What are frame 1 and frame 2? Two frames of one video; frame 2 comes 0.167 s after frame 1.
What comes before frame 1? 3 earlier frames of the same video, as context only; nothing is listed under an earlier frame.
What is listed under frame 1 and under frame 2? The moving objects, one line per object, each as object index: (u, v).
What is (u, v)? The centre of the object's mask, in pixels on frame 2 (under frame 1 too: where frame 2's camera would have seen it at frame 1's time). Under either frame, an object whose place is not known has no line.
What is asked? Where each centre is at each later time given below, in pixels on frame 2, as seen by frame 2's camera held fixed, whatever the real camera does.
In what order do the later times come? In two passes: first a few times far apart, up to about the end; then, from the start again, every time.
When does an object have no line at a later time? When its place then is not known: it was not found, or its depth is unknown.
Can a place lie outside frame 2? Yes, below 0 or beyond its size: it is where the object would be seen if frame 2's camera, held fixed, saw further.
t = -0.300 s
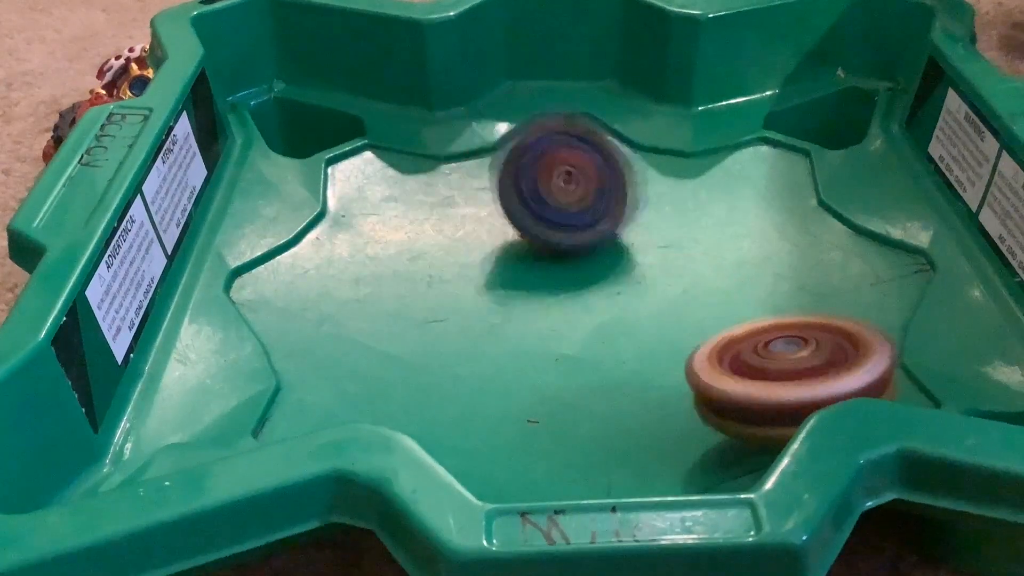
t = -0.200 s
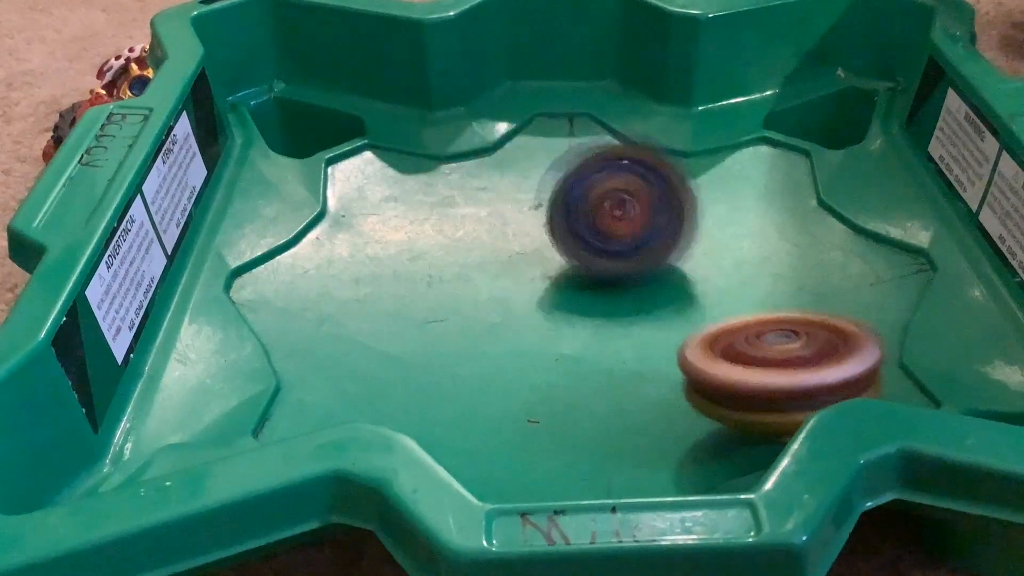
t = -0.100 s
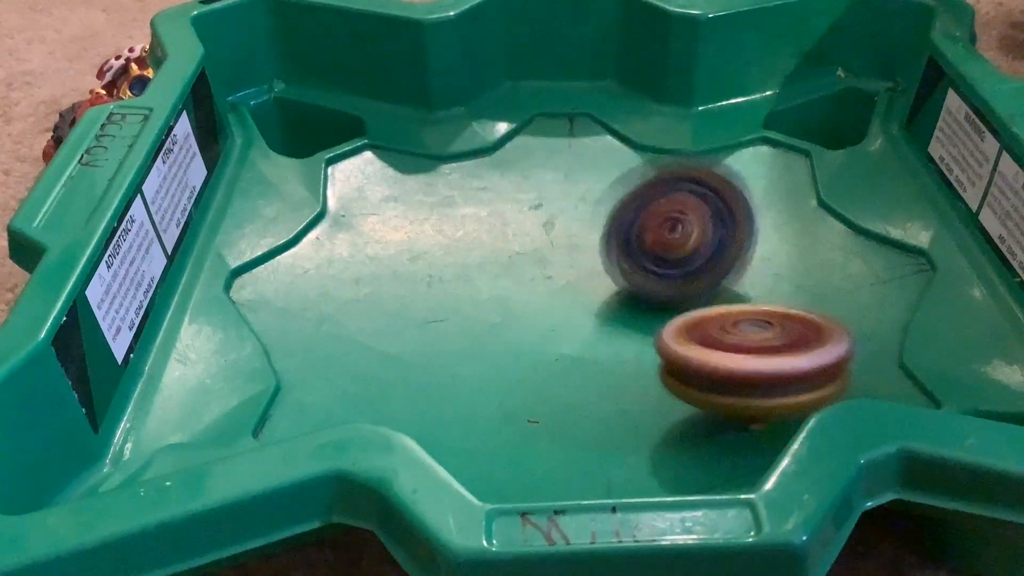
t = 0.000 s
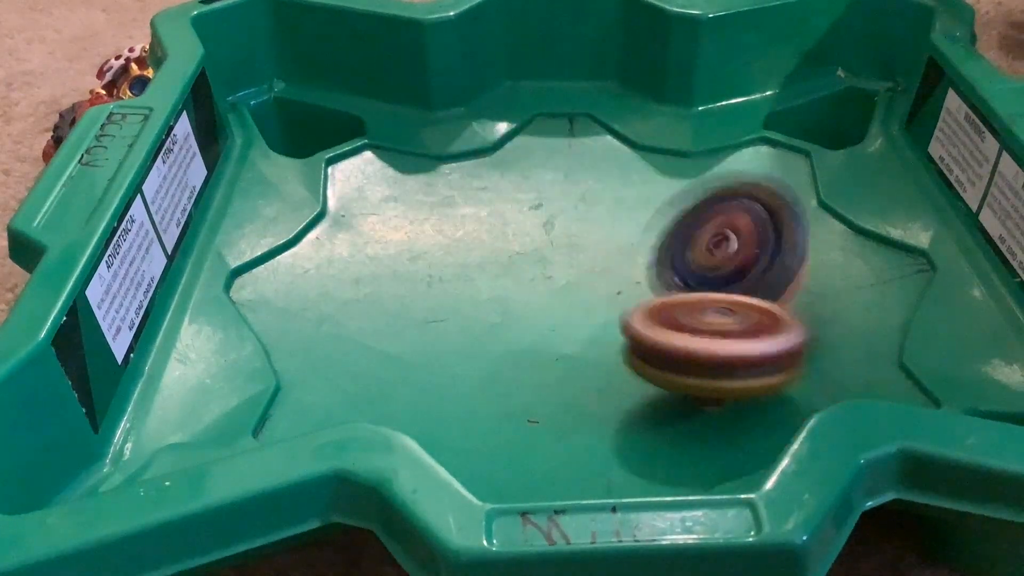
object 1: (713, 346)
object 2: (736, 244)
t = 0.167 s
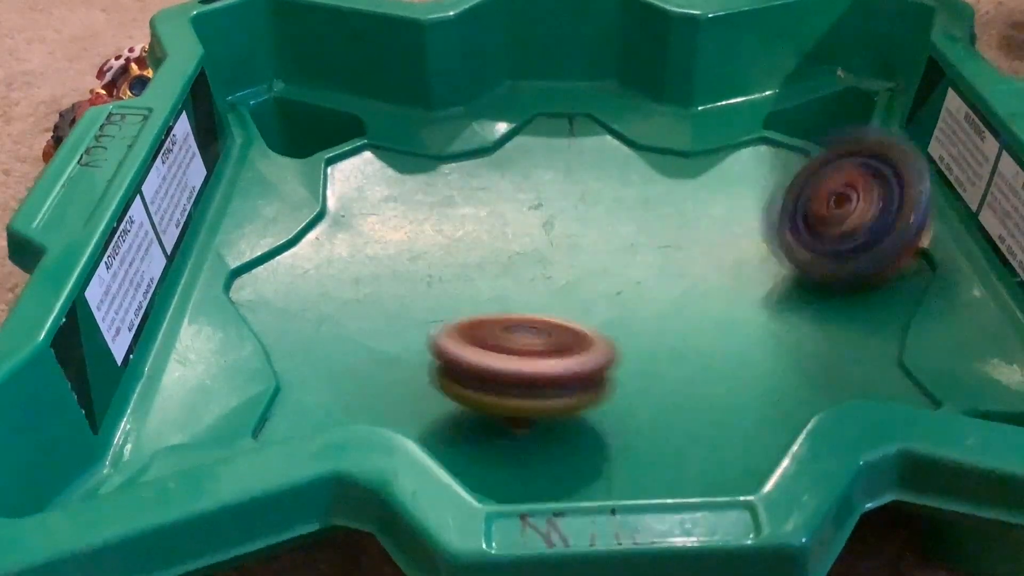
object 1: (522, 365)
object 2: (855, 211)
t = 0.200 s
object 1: (508, 361)
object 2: (852, 218)
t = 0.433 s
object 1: (441, 324)
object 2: (753, 292)
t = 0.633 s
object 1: (425, 283)
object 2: (605, 393)
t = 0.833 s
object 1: (447, 248)
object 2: (608, 413)
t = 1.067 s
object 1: (511, 225)
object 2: (661, 385)
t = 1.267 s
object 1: (584, 221)
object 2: (650, 383)
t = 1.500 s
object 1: (665, 236)
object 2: (598, 397)
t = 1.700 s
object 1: (710, 260)
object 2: (644, 381)
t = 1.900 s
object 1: (717, 289)
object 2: (652, 381)
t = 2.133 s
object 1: (709, 297)
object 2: (577, 390)
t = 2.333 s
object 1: (667, 291)
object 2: (569, 390)
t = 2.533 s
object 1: (627, 261)
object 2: (574, 371)
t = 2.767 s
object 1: (588, 230)
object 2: (635, 367)
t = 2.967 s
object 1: (566, 210)
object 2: (605, 359)
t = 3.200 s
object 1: (556, 208)
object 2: (569, 370)
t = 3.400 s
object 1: (554, 225)
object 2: (611, 359)
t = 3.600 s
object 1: (551, 253)
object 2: (627, 363)
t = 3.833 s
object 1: (538, 284)
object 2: (579, 367)
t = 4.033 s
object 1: (518, 289)
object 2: (581, 370)
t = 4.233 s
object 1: (512, 284)
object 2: (593, 366)
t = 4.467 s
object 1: (523, 267)
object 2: (604, 363)
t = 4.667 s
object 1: (549, 261)
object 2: (597, 364)
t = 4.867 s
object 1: (579, 264)
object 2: (595, 364)
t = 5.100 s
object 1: (613, 263)
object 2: (585, 373)
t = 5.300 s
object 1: (619, 265)
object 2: (583, 372)
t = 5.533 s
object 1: (606, 275)
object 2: (608, 372)
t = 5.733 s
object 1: (574, 278)
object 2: (585, 372)
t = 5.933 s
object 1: (543, 278)
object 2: (584, 373)
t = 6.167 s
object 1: (519, 271)
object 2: (597, 372)
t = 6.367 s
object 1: (517, 269)
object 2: (582, 374)
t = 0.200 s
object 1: (508, 361)
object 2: (852, 218)
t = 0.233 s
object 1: (496, 357)
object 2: (844, 227)
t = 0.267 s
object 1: (484, 353)
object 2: (838, 232)
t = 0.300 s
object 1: (474, 349)
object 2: (826, 241)
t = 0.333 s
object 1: (464, 343)
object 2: (813, 252)
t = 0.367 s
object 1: (455, 337)
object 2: (799, 264)
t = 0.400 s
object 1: (447, 330)
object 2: (780, 278)
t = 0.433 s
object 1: (441, 324)
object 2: (753, 292)
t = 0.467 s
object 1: (435, 317)
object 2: (723, 307)
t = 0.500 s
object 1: (431, 310)
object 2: (695, 324)
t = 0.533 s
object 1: (428, 304)
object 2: (661, 345)
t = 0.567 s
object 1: (426, 297)
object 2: (634, 364)
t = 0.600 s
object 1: (425, 289)
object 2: (615, 380)
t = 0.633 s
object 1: (425, 283)
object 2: (605, 393)
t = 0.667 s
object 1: (426, 276)
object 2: (602, 402)
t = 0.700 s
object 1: (428, 270)
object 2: (605, 410)
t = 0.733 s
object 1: (432, 264)
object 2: (611, 412)
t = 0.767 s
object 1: (436, 258)
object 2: (613, 413)
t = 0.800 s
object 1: (441, 253)
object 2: (612, 414)
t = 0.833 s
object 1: (447, 248)
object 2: (608, 413)
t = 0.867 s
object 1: (454, 243)
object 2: (606, 409)
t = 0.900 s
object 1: (462, 240)
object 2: (606, 407)
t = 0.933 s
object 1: (470, 236)
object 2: (609, 404)
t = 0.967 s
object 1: (480, 232)
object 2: (618, 395)
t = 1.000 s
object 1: (489, 230)
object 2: (634, 387)
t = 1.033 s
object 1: (500, 227)
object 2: (649, 384)
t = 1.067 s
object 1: (511, 225)
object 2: (661, 385)
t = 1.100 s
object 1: (523, 223)
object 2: (667, 388)
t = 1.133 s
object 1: (535, 223)
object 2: (671, 391)
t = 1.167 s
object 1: (547, 222)
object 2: (671, 391)
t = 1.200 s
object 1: (560, 221)
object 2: (668, 388)
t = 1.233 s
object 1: (572, 221)
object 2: (660, 385)
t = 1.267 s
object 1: (584, 221)
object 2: (650, 383)
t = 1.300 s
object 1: (596, 222)
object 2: (636, 382)
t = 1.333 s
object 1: (608, 223)
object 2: (620, 386)
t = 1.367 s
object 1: (620, 225)
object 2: (609, 392)
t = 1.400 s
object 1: (632, 227)
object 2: (603, 396)
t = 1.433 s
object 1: (643, 230)
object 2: (599, 397)
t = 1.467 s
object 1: (654, 233)
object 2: (598, 398)
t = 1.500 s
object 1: (665, 236)
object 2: (598, 397)
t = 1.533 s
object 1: (674, 239)
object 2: (600, 397)
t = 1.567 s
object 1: (683, 242)
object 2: (604, 395)
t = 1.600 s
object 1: (691, 245)
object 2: (609, 390)
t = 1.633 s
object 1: (699, 249)
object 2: (619, 385)
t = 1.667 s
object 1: (705, 254)
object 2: (633, 381)
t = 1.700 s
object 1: (710, 260)
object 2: (644, 381)
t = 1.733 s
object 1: (714, 264)
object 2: (653, 382)
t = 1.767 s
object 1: (717, 269)
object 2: (660, 384)
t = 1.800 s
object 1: (719, 273)
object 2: (662, 385)
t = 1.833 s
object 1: (720, 278)
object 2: (662, 385)
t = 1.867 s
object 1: (719, 285)
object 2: (659, 384)
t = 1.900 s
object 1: (717, 289)
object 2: (652, 381)
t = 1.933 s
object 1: (716, 290)
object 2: (644, 380)
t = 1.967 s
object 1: (717, 291)
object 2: (631, 382)
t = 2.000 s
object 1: (718, 291)
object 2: (619, 382)
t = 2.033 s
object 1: (718, 291)
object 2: (609, 381)
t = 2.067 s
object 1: (715, 295)
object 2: (597, 383)
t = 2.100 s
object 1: (714, 296)
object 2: (585, 386)
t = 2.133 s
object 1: (709, 297)
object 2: (577, 390)
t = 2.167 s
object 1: (703, 298)
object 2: (573, 393)
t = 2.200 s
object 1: (695, 297)
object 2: (571, 394)
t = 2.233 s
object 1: (687, 297)
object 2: (570, 394)
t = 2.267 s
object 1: (678, 296)
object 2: (572, 393)
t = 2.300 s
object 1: (670, 295)
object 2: (573, 392)
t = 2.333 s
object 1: (667, 291)
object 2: (569, 390)
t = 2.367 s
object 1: (660, 288)
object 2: (567, 386)
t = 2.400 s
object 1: (651, 284)
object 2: (568, 383)
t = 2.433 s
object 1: (640, 280)
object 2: (571, 379)
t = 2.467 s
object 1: (633, 276)
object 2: (574, 377)
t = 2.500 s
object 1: (632, 267)
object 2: (572, 375)
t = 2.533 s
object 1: (627, 261)
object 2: (574, 371)
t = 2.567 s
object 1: (619, 255)
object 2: (580, 366)
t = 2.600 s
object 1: (614, 253)
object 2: (589, 362)
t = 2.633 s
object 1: (609, 249)
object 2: (602, 358)
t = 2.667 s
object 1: (604, 244)
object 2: (614, 359)
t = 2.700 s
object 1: (598, 240)
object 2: (624, 361)
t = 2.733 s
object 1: (593, 234)
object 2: (632, 366)
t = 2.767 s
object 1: (588, 230)
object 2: (635, 367)
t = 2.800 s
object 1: (583, 225)
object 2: (636, 367)
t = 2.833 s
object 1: (579, 222)
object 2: (635, 367)
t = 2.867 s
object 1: (575, 218)
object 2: (632, 366)
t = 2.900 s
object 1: (572, 215)
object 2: (626, 364)
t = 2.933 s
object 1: (570, 212)
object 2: (617, 360)
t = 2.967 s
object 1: (566, 210)
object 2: (605, 359)
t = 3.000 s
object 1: (564, 208)
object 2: (592, 360)
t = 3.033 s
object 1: (562, 207)
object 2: (582, 365)
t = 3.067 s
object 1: (560, 206)
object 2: (576, 368)
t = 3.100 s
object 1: (558, 206)
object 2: (572, 368)
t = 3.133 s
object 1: (557, 207)
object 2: (570, 370)
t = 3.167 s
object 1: (556, 207)
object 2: (569, 370)
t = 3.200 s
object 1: (556, 208)
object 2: (569, 370)
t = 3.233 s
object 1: (555, 209)
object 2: (572, 369)
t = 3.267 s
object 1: (555, 212)
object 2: (574, 368)
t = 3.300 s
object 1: (555, 214)
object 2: (579, 367)
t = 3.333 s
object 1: (554, 217)
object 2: (587, 361)
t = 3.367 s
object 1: (554, 221)
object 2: (598, 360)
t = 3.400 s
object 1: (554, 225)
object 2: (611, 359)
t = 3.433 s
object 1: (553, 230)
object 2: (619, 360)
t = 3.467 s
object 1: (553, 234)
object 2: (626, 364)
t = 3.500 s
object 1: (553, 239)
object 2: (630, 365)
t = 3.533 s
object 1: (553, 243)
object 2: (631, 365)
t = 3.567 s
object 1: (552, 248)
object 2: (630, 365)
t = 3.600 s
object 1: (551, 253)
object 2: (627, 363)
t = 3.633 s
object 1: (550, 258)
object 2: (620, 361)
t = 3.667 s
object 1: (549, 263)
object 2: (612, 358)
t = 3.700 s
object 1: (547, 270)
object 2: (600, 358)
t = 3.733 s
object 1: (545, 276)
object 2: (590, 359)
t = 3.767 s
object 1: (542, 280)
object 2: (584, 362)
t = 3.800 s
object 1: (541, 282)
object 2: (580, 367)
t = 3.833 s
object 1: (538, 284)
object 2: (579, 367)
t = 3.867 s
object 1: (534, 286)
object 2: (580, 368)
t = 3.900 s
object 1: (532, 287)
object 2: (578, 373)
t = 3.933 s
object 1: (529, 289)
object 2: (577, 373)
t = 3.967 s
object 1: (527, 289)
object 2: (577, 373)
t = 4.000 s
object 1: (522, 289)
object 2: (579, 371)
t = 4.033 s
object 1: (518, 289)
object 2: (581, 370)
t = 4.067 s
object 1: (515, 289)
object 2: (584, 370)
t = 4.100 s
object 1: (514, 289)
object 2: (586, 369)
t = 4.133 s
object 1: (514, 289)
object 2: (588, 369)
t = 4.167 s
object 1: (513, 287)
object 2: (588, 369)
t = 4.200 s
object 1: (512, 286)
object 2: (592, 365)
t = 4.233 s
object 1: (512, 284)
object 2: (593, 366)
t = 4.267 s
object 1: (512, 281)
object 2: (595, 364)
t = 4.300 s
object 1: (513, 278)
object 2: (597, 364)
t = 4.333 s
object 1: (514, 276)
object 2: (599, 364)
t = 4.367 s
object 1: (515, 272)
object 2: (601, 364)
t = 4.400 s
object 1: (517, 271)
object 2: (602, 363)
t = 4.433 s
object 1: (519, 268)
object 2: (604, 363)
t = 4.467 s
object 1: (523, 267)
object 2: (604, 363)
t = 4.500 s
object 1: (526, 264)
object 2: (605, 363)
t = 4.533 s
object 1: (530, 264)
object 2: (604, 363)
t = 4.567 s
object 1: (533, 263)
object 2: (602, 363)
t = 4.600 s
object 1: (538, 262)
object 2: (600, 363)
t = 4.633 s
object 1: (544, 262)
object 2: (599, 363)
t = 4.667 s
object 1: (549, 261)
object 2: (597, 364)
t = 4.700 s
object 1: (554, 261)
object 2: (596, 364)
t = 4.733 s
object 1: (559, 262)
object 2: (594, 364)
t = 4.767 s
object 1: (564, 262)
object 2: (594, 364)
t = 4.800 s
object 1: (570, 262)
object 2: (593, 365)
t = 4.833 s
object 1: (574, 263)
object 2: (594, 364)
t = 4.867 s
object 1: (579, 264)
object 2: (595, 364)
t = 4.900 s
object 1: (584, 265)
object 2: (596, 364)
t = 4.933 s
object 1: (590, 267)
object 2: (598, 364)
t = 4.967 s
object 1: (594, 267)
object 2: (598, 365)
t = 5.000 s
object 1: (599, 267)
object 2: (607, 367)
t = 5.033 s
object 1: (604, 268)
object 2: (601, 370)
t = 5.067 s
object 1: (610, 265)
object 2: (592, 373)
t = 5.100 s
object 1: (613, 263)
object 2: (585, 373)
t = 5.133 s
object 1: (614, 264)
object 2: (579, 374)
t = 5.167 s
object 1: (616, 264)
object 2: (576, 375)
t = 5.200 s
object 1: (618, 264)
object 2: (575, 375)
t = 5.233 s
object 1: (618, 264)
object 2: (576, 376)
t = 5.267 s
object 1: (618, 264)
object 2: (578, 374)
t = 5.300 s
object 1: (619, 265)
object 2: (583, 372)
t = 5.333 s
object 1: (618, 266)
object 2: (586, 374)
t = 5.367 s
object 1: (617, 267)
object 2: (591, 371)
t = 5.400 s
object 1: (616, 269)
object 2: (599, 371)
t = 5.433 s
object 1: (615, 270)
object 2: (604, 371)
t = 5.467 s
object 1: (612, 271)
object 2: (605, 371)
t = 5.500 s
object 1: (609, 273)
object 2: (607, 372)
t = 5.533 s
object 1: (606, 275)
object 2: (608, 372)
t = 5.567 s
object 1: (603, 276)
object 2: (606, 372)
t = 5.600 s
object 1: (597, 277)
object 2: (604, 371)
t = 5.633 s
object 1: (592, 277)
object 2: (600, 370)
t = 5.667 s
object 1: (588, 278)
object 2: (596, 370)
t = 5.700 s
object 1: (583, 277)
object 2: (591, 371)
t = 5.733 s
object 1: (574, 278)
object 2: (585, 372)
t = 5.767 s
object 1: (569, 278)
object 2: (582, 372)
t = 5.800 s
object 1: (564, 278)
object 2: (580, 373)
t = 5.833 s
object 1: (558, 278)
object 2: (578, 374)
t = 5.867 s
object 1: (552, 279)
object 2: (579, 374)
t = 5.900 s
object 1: (548, 279)
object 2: (580, 373)
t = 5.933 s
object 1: (543, 278)
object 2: (584, 373)
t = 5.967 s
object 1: (538, 277)
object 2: (587, 373)
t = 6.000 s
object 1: (534, 277)
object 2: (590, 372)
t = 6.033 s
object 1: (530, 276)
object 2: (593, 372)
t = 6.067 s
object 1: (526, 275)
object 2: (597, 372)
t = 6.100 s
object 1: (523, 274)
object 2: (597, 372)
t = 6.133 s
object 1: (522, 272)
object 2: (598, 372)
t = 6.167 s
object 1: (519, 271)
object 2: (597, 372)
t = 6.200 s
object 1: (518, 271)
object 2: (596, 371)
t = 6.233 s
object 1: (518, 271)
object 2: (594, 372)
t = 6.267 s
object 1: (517, 270)
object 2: (591, 372)
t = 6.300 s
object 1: (516, 269)
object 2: (588, 373)
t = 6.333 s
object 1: (517, 269)
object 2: (584, 373)
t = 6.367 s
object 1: (517, 269)
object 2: (582, 374)
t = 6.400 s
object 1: (518, 268)
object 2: (581, 373)
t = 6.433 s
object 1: (519, 269)
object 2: (581, 373)
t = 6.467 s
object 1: (521, 269)
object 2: (582, 373)
